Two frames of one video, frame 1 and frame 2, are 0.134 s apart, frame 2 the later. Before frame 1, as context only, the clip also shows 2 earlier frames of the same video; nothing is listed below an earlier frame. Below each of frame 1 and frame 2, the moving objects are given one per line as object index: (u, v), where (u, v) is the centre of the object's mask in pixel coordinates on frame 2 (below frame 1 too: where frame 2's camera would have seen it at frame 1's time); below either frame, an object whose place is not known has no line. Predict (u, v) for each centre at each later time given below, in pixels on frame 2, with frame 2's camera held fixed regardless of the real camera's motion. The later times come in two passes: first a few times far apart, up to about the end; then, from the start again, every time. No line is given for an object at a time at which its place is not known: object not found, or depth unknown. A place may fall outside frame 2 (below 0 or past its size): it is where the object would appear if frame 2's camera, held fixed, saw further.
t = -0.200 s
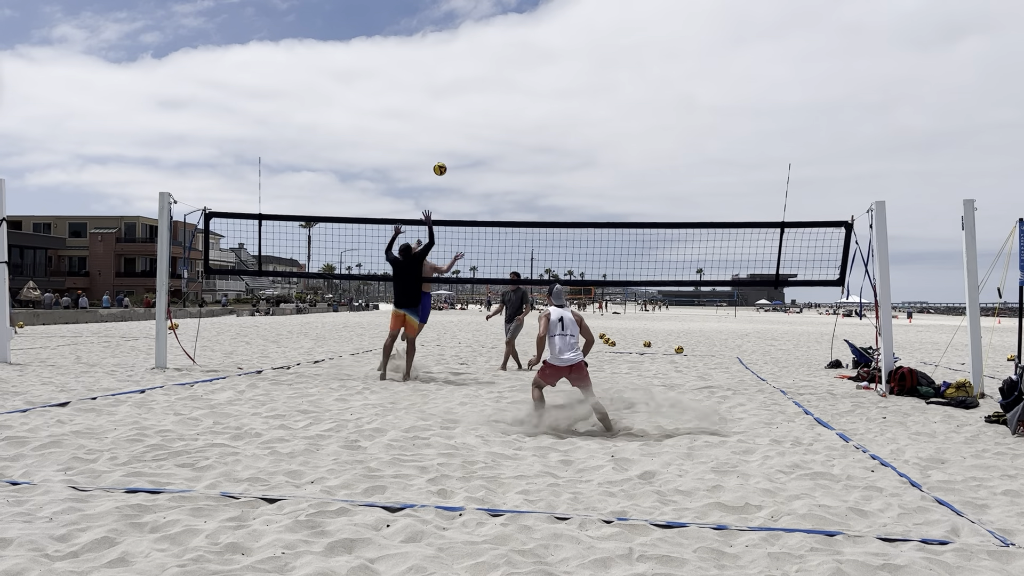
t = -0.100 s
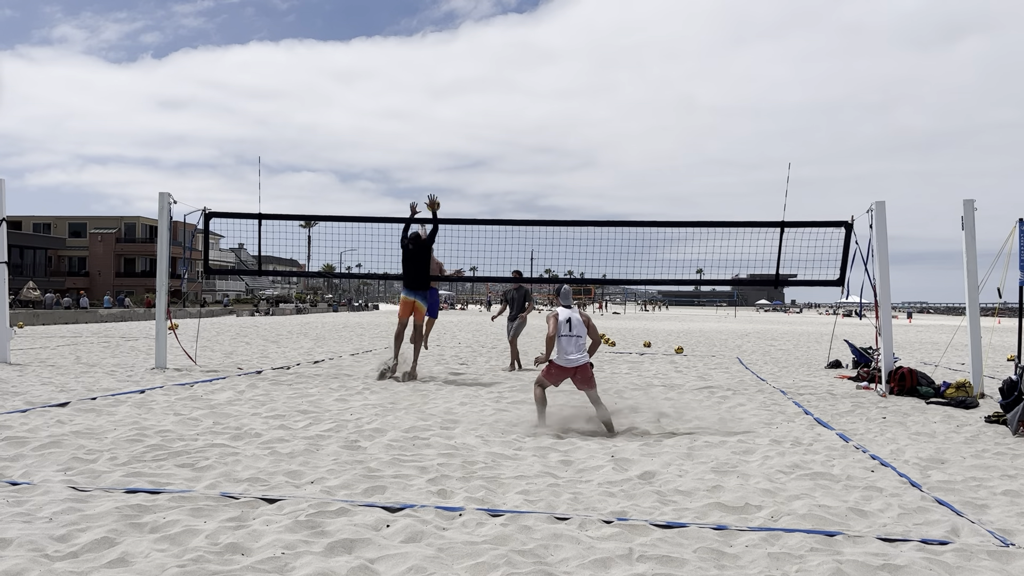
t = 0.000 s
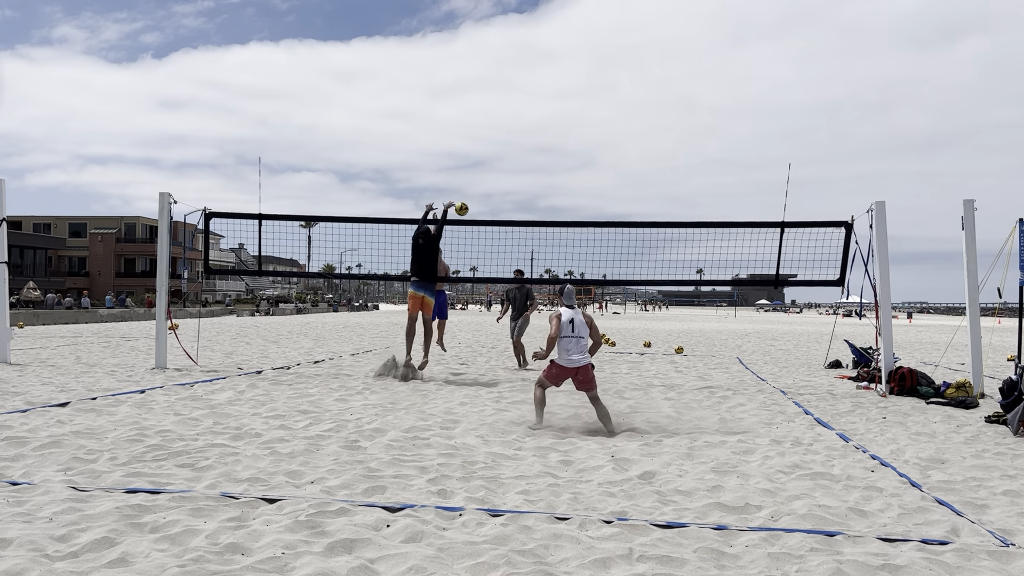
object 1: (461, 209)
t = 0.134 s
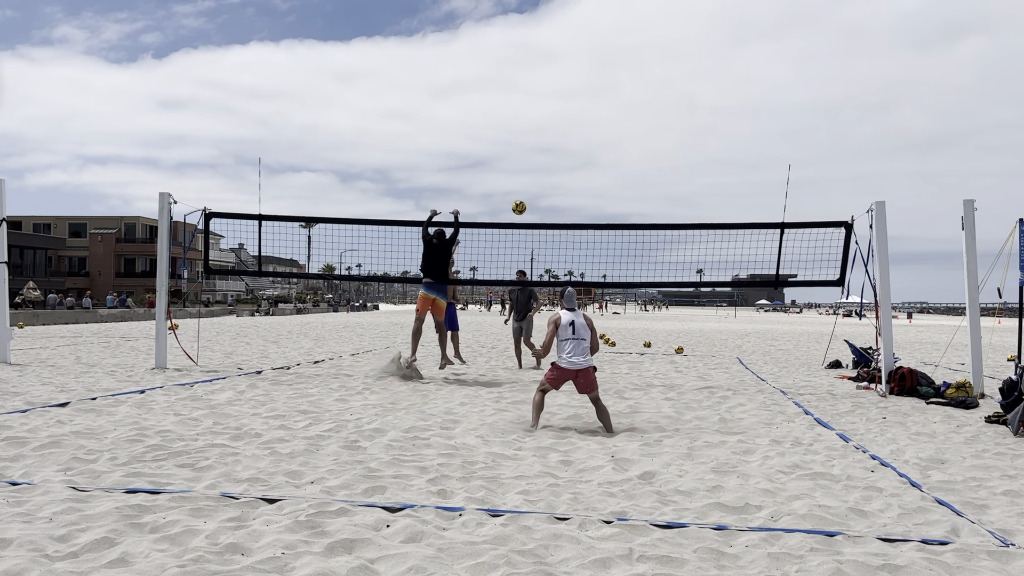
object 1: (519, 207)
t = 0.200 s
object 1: (548, 212)
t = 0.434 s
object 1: (656, 258)
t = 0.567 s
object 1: (721, 307)
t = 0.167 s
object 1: (533, 209)
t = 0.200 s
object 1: (548, 212)
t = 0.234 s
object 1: (563, 215)
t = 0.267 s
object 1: (578, 220)
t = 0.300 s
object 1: (594, 225)
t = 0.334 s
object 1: (609, 232)
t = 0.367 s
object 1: (624, 239)
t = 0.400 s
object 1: (640, 248)
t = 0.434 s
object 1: (656, 258)
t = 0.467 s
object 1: (672, 268)
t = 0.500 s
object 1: (688, 280)
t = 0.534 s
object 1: (704, 293)
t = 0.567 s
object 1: (721, 307)
